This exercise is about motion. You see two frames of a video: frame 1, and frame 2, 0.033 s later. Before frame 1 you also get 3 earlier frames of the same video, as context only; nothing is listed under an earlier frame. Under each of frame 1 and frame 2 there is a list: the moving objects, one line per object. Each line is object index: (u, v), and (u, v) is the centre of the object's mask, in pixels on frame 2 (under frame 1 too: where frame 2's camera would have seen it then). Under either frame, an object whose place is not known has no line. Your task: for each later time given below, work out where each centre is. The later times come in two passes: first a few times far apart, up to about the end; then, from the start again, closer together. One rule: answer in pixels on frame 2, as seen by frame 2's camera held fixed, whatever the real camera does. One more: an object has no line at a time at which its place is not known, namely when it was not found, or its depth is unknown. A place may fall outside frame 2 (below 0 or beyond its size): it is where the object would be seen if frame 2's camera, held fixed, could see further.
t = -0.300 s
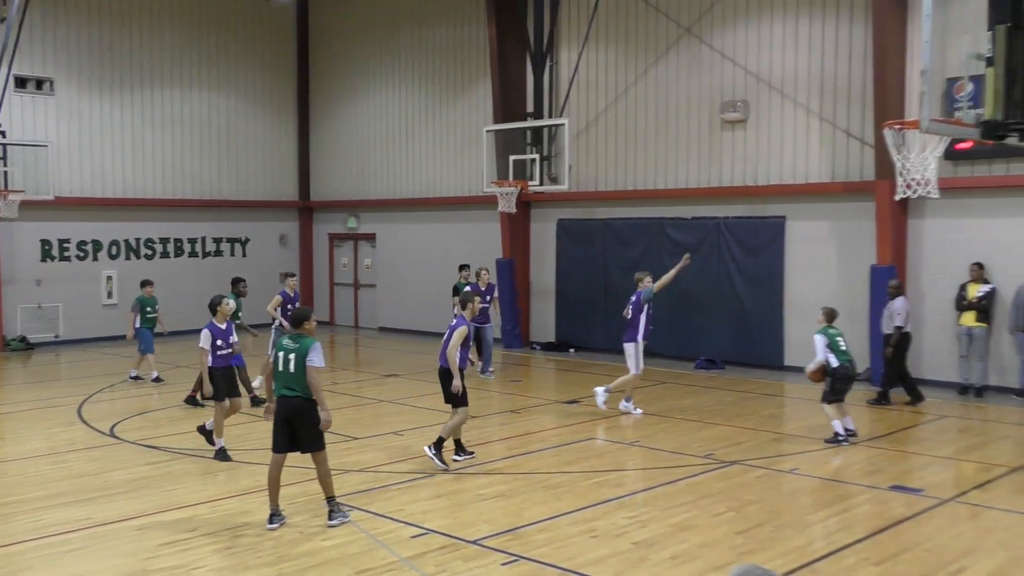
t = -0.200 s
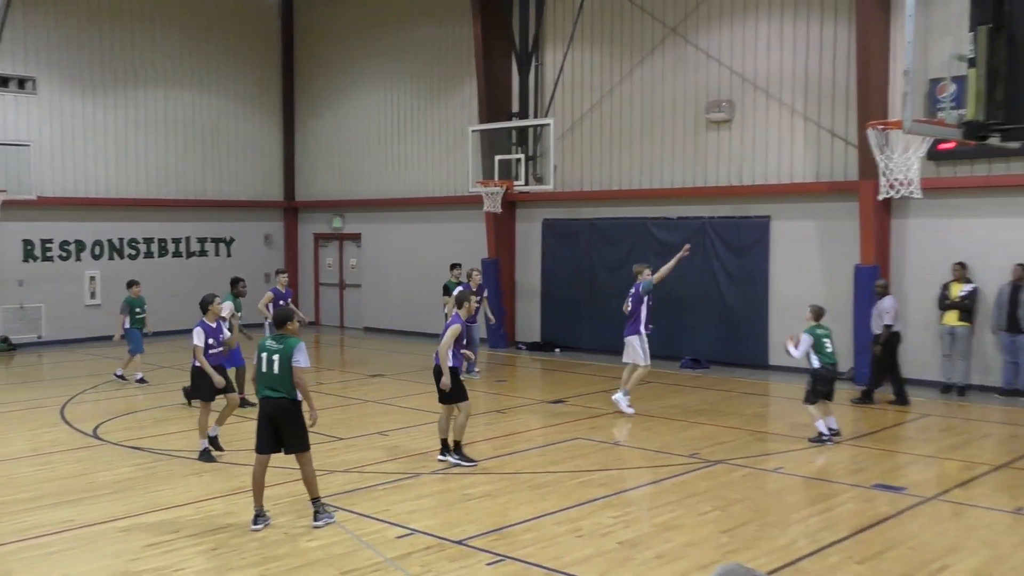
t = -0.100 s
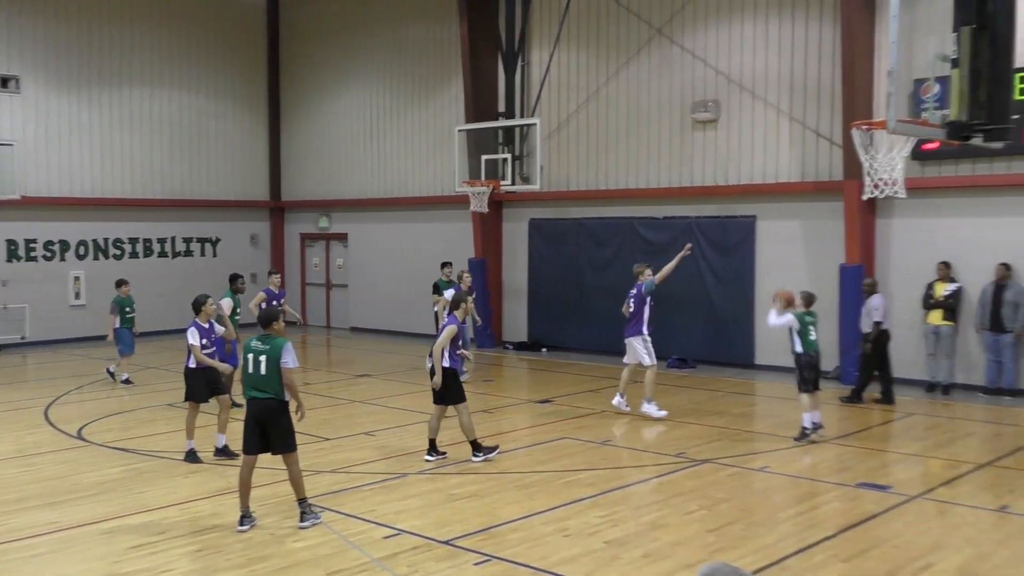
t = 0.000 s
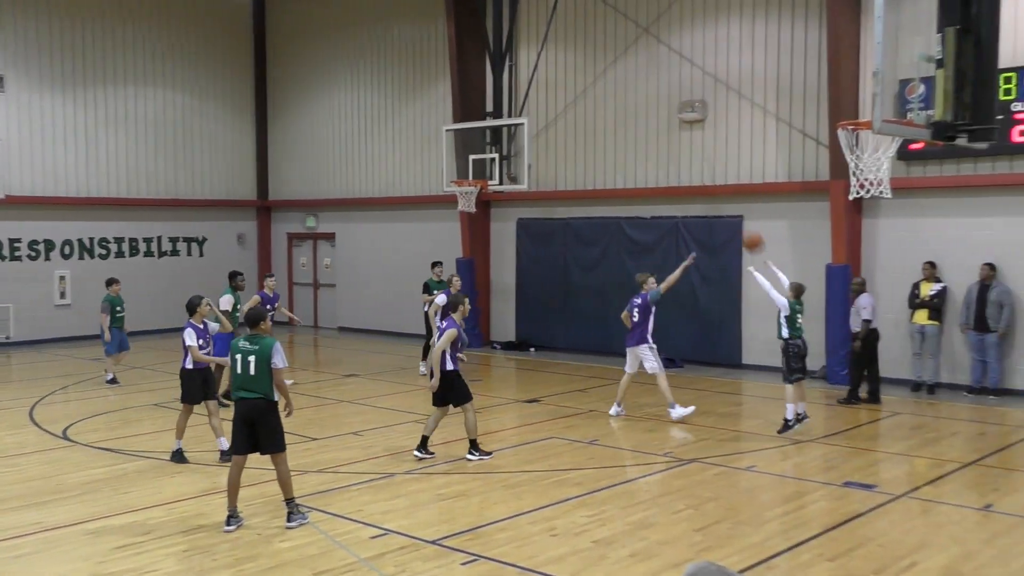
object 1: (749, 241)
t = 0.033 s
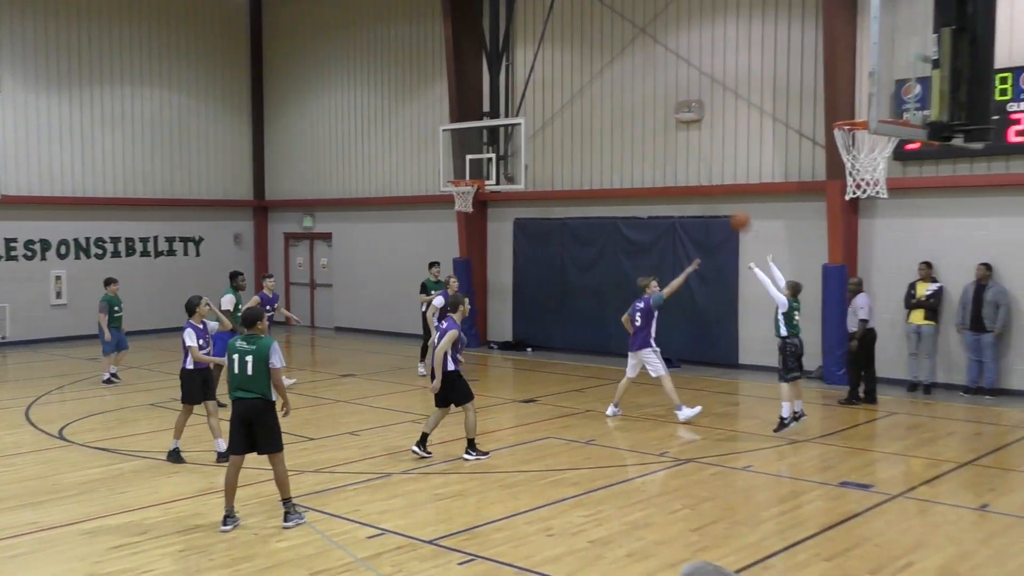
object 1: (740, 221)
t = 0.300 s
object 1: (668, 96)
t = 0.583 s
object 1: (601, 38)
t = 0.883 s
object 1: (539, 46)
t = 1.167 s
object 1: (489, 110)
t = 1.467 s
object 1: (445, 168)
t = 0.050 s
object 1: (735, 210)
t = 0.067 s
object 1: (730, 200)
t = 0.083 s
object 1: (726, 191)
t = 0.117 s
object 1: (716, 173)
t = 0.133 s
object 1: (712, 166)
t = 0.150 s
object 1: (708, 157)
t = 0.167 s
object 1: (703, 150)
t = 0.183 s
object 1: (699, 141)
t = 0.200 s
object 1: (694, 134)
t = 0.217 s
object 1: (690, 127)
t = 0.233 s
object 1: (685, 120)
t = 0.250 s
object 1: (681, 114)
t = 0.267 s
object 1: (677, 108)
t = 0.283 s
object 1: (672, 102)
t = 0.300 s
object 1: (668, 96)
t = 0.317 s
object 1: (664, 91)
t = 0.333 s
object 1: (660, 86)
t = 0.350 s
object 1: (656, 80)
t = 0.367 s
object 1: (652, 76)
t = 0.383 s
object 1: (648, 73)
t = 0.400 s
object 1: (643, 67)
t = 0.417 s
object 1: (640, 64)
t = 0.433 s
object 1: (635, 60)
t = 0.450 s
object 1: (631, 57)
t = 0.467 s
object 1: (628, 54)
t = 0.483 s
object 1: (624, 51)
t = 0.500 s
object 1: (620, 48)
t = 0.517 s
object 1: (616, 46)
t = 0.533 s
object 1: (612, 44)
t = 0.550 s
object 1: (609, 42)
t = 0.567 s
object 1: (604, 40)
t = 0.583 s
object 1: (601, 38)
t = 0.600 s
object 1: (597, 37)
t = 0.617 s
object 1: (593, 35)
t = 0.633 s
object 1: (590, 34)
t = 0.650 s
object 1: (586, 34)
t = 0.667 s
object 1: (583, 33)
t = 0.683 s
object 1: (579, 33)
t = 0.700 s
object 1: (575, 33)
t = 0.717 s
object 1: (572, 33)
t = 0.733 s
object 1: (568, 33)
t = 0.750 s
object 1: (566, 34)
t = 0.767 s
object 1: (561, 35)
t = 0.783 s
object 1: (558, 36)
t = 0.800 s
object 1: (555, 37)
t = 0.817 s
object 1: (551, 39)
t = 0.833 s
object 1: (548, 40)
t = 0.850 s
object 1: (545, 42)
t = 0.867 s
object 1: (542, 44)
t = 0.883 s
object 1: (539, 46)
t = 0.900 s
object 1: (536, 49)
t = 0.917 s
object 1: (533, 51)
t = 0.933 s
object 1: (529, 54)
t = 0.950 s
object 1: (527, 57)
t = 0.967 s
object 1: (524, 60)
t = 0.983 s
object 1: (521, 62)
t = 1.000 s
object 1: (518, 67)
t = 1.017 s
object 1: (514, 70)
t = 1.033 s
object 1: (512, 74)
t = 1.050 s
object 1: (509, 78)
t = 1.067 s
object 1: (506, 82)
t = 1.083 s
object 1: (503, 86)
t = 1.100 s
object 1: (500, 91)
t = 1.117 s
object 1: (497, 96)
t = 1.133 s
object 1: (495, 100)
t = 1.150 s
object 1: (492, 105)
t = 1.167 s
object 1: (489, 110)
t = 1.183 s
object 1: (487, 114)
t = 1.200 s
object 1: (484, 120)
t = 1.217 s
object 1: (482, 126)
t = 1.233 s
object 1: (479, 133)
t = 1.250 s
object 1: (477, 137)
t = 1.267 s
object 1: (473, 143)
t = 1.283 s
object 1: (471, 149)
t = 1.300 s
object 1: (468, 155)
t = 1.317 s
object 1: (465, 162)
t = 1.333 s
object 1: (463, 167)
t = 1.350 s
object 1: (461, 174)
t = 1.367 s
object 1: (459, 173)
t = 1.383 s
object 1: (457, 173)
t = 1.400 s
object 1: (454, 172)
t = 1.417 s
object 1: (452, 170)
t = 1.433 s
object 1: (449, 169)
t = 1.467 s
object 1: (445, 168)
